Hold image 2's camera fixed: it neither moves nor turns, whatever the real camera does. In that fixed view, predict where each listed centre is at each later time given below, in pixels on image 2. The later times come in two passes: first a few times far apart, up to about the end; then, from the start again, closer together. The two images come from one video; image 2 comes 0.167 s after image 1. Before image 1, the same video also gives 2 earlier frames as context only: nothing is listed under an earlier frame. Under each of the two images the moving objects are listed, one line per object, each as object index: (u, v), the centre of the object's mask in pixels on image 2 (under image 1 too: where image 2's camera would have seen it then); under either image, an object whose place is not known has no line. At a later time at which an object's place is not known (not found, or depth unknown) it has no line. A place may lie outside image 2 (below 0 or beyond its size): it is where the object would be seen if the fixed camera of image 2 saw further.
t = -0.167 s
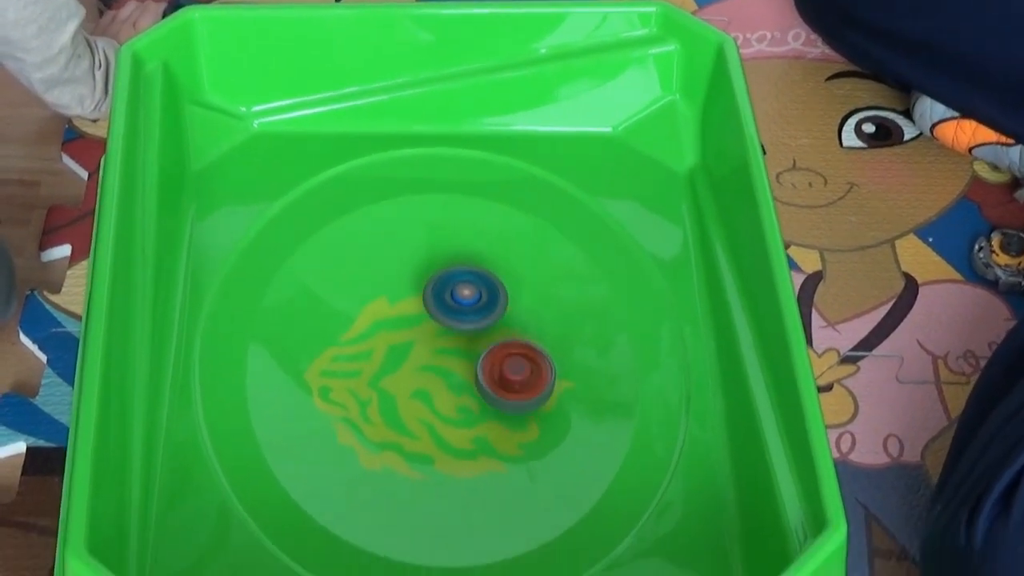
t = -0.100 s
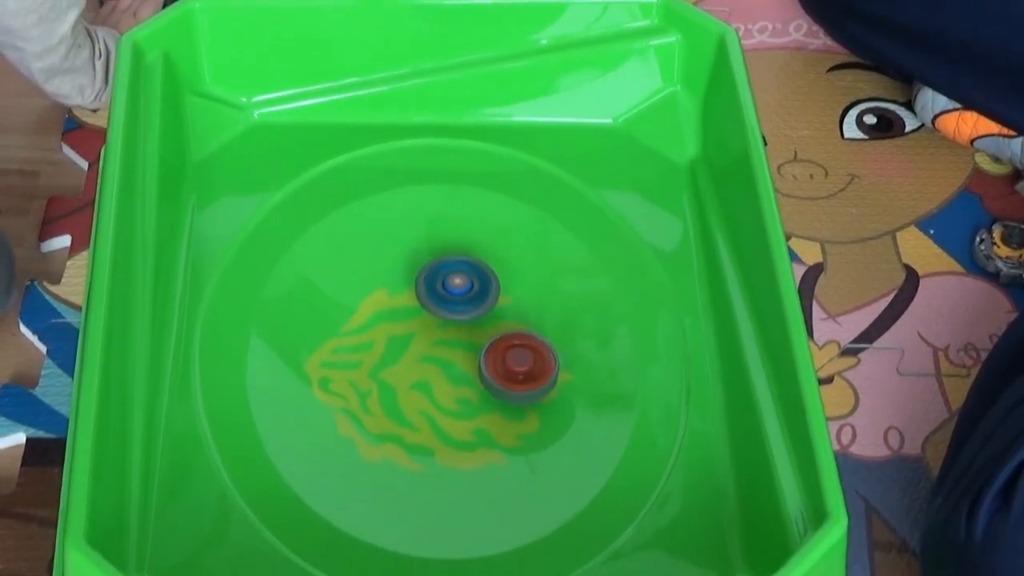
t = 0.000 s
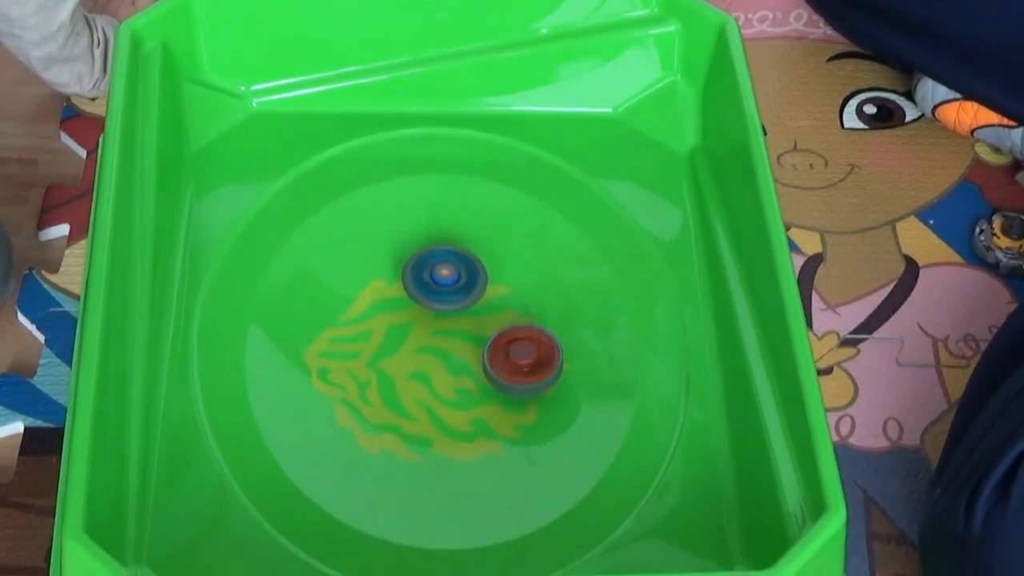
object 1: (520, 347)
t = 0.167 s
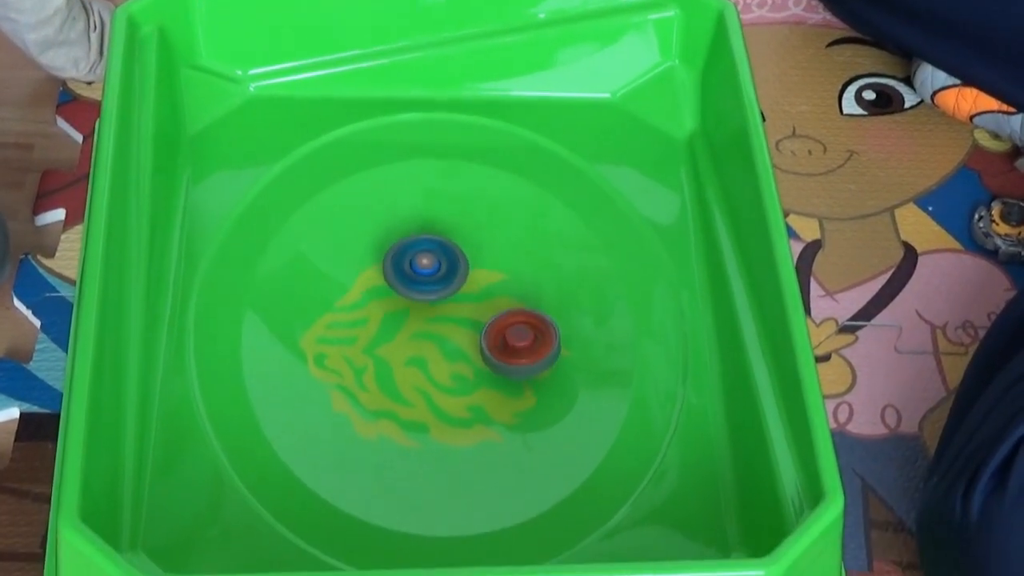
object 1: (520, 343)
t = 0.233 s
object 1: (518, 343)
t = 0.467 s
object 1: (515, 346)
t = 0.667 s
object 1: (513, 350)
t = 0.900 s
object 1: (516, 351)
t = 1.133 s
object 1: (520, 348)
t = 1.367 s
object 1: (519, 346)
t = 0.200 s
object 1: (521, 343)
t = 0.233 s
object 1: (518, 343)
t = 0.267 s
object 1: (519, 343)
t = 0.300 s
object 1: (517, 344)
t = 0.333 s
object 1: (518, 343)
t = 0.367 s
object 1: (516, 345)
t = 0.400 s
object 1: (516, 344)
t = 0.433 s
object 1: (517, 346)
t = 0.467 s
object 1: (515, 346)
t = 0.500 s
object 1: (516, 348)
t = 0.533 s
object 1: (514, 347)
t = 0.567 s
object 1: (516, 349)
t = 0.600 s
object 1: (513, 349)
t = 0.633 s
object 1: (514, 348)
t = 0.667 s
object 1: (513, 350)
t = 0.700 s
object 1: (513, 349)
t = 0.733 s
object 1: (514, 350)
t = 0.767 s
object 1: (513, 349)
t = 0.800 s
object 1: (516, 350)
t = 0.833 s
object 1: (514, 350)
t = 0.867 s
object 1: (517, 350)
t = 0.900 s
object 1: (516, 351)
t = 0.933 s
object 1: (519, 351)
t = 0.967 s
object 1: (519, 352)
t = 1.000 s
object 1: (521, 351)
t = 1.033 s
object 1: (521, 352)
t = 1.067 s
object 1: (521, 350)
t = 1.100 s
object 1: (522, 350)
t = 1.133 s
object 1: (520, 348)
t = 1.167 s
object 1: (522, 348)
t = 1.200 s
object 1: (520, 347)
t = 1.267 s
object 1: (522, 346)
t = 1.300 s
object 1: (520, 346)
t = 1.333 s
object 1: (520, 344)
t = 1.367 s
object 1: (519, 346)
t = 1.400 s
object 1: (518, 344)
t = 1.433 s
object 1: (519, 346)
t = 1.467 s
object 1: (517, 345)
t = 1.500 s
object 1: (518, 346)
